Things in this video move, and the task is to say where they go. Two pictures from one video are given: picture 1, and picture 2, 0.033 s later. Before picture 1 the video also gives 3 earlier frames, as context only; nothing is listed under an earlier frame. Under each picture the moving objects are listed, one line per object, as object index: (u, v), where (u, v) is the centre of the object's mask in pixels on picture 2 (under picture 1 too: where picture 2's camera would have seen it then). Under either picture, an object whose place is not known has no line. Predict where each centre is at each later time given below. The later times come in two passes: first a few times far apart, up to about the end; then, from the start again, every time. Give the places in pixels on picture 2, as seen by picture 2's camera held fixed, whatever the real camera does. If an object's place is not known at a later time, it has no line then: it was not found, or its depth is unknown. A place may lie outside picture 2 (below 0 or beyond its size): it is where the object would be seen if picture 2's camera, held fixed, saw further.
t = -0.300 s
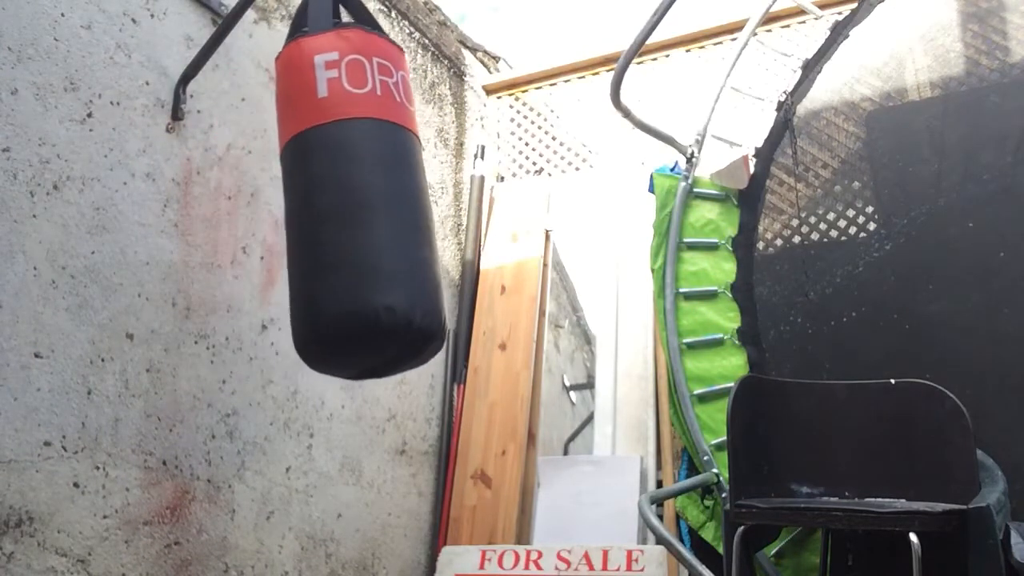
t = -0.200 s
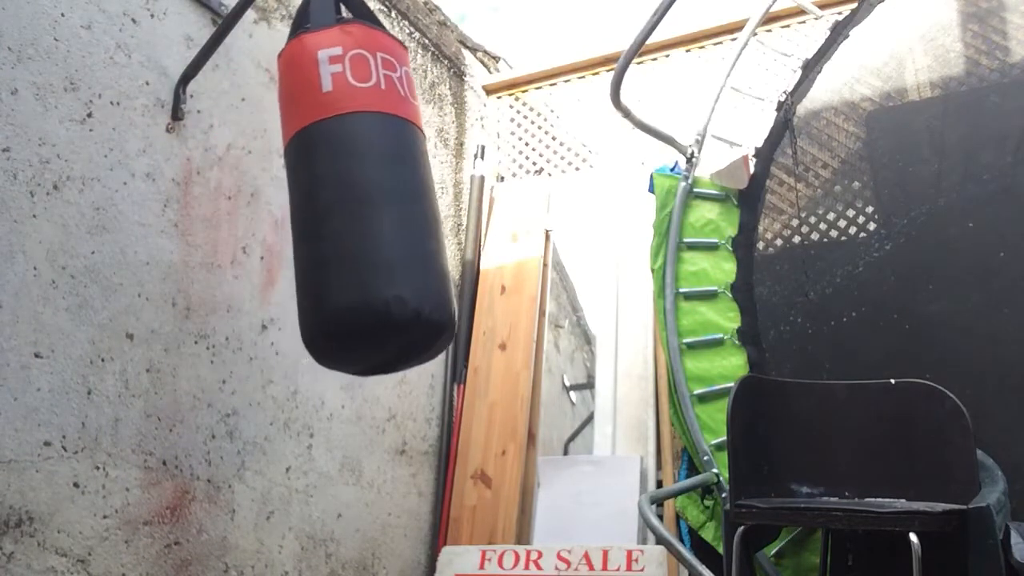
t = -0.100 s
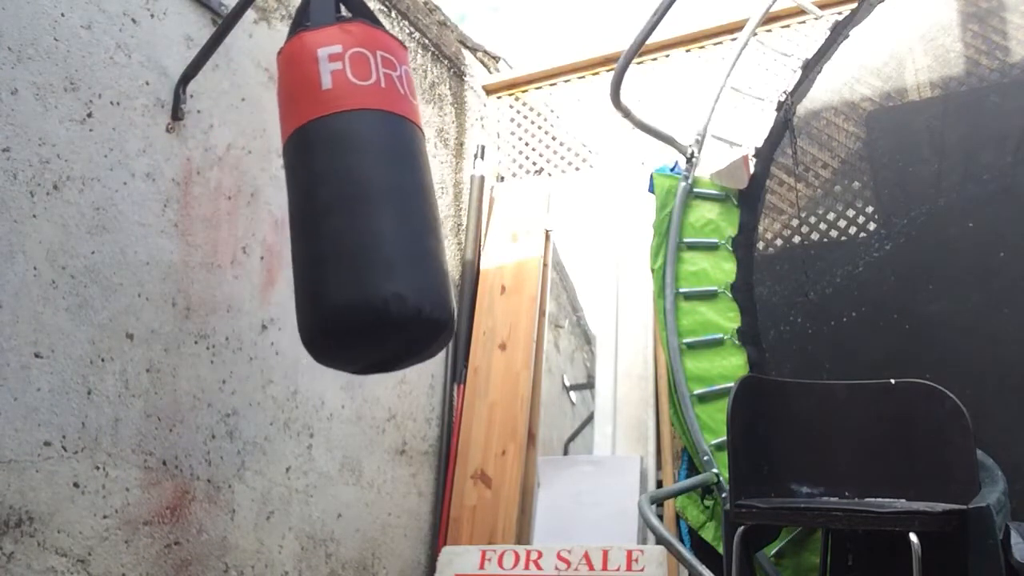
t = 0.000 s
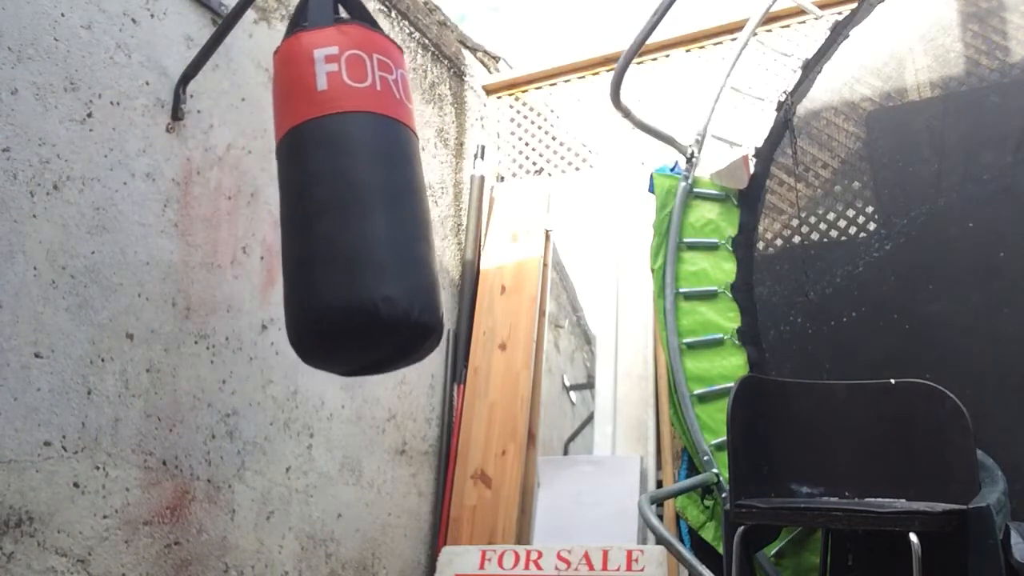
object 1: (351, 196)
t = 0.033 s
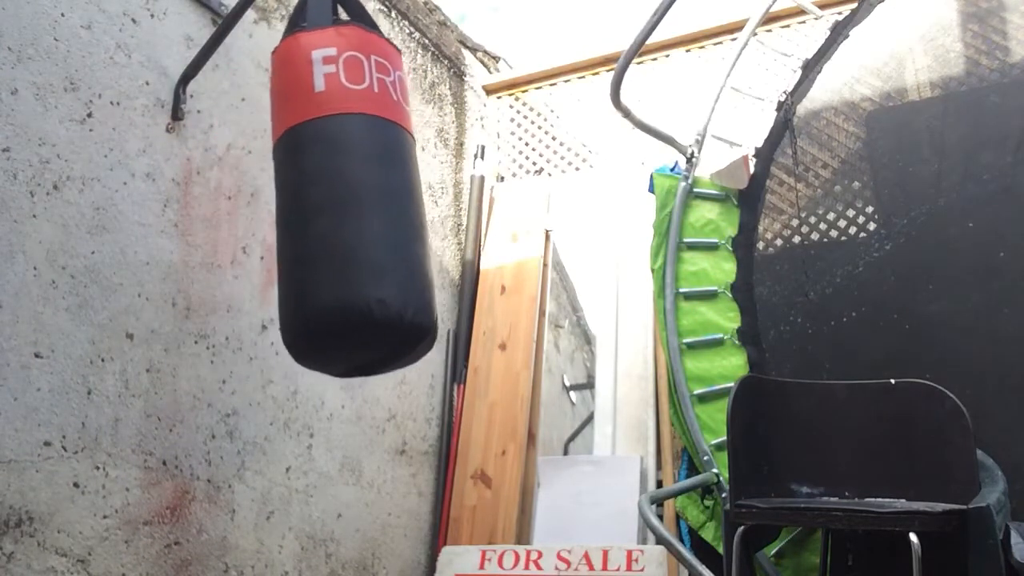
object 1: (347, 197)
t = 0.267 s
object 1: (310, 204)
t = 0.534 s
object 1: (274, 207)
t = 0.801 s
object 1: (273, 207)
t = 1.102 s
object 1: (310, 208)
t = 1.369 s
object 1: (348, 200)
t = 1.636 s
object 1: (355, 195)
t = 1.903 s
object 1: (322, 203)
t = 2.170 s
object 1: (283, 207)
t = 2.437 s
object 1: (272, 207)
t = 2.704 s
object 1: (294, 208)
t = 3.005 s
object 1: (338, 202)
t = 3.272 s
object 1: (355, 196)
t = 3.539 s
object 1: (332, 201)
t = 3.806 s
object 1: (293, 207)
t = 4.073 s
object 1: (274, 207)
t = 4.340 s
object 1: (287, 208)
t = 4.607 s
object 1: (323, 205)
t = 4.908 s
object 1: (353, 197)
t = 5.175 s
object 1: (340, 199)
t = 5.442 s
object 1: (303, 206)
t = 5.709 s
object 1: (277, 207)
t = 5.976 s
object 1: (281, 208)
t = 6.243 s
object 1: (312, 207)
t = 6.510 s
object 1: (345, 199)
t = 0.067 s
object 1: (343, 198)
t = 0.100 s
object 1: (338, 199)
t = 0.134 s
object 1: (333, 200)
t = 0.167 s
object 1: (327, 201)
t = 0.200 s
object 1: (321, 202)
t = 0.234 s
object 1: (316, 203)
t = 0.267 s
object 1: (310, 204)
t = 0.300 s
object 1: (304, 205)
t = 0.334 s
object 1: (299, 206)
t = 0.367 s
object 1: (294, 206)
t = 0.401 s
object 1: (289, 206)
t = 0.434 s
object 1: (285, 207)
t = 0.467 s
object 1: (281, 207)
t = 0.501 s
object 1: (277, 207)
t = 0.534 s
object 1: (274, 207)
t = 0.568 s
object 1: (272, 207)
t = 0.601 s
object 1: (271, 207)
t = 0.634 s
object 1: (270, 207)
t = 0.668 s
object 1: (269, 206)
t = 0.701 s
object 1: (269, 207)
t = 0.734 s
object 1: (270, 207)
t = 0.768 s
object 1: (271, 207)
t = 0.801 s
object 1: (273, 207)
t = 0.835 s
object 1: (275, 207)
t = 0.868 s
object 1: (278, 208)
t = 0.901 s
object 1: (282, 208)
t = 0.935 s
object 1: (286, 208)
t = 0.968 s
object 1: (290, 208)
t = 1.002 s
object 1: (294, 208)
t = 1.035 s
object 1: (299, 208)
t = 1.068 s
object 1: (304, 208)
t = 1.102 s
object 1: (310, 208)
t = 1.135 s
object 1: (315, 207)
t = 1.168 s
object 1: (320, 206)
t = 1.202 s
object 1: (326, 205)
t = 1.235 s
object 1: (331, 204)
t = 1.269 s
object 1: (336, 203)
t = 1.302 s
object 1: (340, 202)
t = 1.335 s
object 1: (344, 201)
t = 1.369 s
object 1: (348, 200)
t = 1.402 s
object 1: (352, 199)
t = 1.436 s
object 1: (354, 198)
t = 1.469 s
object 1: (356, 197)
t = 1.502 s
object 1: (357, 196)
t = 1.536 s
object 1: (358, 196)
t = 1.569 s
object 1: (358, 195)
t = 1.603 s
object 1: (357, 195)
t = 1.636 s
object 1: (355, 195)
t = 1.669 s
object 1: (353, 196)
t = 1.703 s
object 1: (350, 197)
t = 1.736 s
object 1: (346, 197)
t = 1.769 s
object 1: (342, 199)
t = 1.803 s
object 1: (337, 199)
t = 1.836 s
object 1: (333, 201)
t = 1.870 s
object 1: (327, 202)
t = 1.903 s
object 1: (322, 203)
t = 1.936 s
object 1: (316, 203)
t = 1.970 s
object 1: (311, 204)
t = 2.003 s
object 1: (306, 205)
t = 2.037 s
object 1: (300, 206)
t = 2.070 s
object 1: (295, 206)
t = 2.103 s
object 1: (291, 207)
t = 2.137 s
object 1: (287, 207)
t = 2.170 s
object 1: (283, 207)
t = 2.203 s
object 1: (280, 207)
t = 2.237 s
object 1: (277, 207)
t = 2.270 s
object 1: (275, 207)
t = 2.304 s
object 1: (273, 207)
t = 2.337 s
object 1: (272, 207)
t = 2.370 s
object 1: (271, 207)
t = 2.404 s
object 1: (272, 207)
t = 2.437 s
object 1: (272, 207)
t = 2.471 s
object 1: (273, 207)
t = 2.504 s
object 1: (275, 207)
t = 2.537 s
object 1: (277, 207)
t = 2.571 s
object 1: (280, 208)
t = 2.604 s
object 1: (283, 208)
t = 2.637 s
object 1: (286, 208)
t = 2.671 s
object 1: (290, 208)
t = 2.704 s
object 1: (294, 208)
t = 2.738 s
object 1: (299, 208)
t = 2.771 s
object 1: (304, 208)
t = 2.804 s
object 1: (309, 207)
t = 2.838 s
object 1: (314, 207)
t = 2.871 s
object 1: (319, 206)
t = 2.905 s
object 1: (324, 205)
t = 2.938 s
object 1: (329, 204)
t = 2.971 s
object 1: (334, 203)
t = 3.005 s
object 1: (338, 202)
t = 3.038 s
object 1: (342, 201)
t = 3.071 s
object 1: (346, 200)
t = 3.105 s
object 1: (349, 199)
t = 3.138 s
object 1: (351, 198)
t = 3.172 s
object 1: (354, 197)
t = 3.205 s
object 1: (355, 196)
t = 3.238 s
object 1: (355, 196)
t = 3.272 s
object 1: (355, 196)
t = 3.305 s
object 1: (354, 196)
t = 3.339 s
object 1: (353, 196)
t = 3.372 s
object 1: (351, 196)
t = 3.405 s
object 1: (348, 197)
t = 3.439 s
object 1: (345, 198)
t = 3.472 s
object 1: (341, 199)
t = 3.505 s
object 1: (337, 200)
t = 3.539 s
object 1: (332, 201)
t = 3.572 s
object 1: (327, 202)
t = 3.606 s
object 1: (322, 203)
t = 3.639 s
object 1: (317, 204)
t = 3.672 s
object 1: (312, 205)
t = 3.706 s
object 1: (307, 205)
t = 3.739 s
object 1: (302, 206)
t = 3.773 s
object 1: (297, 206)
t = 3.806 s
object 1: (293, 207)
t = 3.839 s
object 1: (288, 207)
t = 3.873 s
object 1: (285, 207)
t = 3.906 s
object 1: (282, 207)
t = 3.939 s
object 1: (279, 207)
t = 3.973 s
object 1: (277, 207)
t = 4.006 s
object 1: (275, 207)
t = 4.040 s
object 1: (274, 207)
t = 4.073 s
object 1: (274, 207)
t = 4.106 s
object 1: (273, 207)
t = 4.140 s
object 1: (274, 207)
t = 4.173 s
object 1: (275, 207)
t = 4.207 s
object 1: (276, 207)
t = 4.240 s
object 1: (278, 208)
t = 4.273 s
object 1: (281, 208)
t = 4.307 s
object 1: (283, 208)
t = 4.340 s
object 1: (287, 208)
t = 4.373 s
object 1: (291, 208)
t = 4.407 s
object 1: (294, 208)
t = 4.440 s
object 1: (299, 208)
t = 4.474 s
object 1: (303, 208)
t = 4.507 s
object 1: (308, 207)
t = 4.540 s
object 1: (313, 207)
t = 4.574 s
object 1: (318, 206)
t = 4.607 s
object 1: (323, 205)
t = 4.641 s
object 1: (327, 204)
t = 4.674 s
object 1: (332, 203)
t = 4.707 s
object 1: (336, 202)
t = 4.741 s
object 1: (340, 201)
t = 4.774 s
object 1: (344, 200)
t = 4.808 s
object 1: (347, 199)
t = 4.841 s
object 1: (350, 198)
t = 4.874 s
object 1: (352, 198)
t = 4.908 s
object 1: (353, 197)
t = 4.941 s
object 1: (353, 197)
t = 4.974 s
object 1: (353, 197)
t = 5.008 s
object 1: (353, 196)
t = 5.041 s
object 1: (351, 197)
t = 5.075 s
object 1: (350, 197)
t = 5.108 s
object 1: (347, 198)
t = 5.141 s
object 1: (344, 198)
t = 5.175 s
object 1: (340, 199)
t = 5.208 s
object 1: (336, 200)
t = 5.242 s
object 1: (332, 201)
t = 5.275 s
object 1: (327, 202)
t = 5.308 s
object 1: (322, 203)
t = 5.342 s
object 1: (317, 204)
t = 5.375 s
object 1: (313, 205)
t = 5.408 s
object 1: (308, 206)
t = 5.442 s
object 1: (303, 206)
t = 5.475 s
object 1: (298, 207)
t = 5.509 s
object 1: (294, 207)
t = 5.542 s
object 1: (290, 207)
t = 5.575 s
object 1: (287, 207)
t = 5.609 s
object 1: (283, 207)
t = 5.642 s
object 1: (281, 207)
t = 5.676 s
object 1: (279, 207)
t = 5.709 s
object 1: (277, 207)
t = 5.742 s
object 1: (276, 207)
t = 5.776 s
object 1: (275, 207)
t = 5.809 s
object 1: (275, 207)
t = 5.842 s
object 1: (275, 207)
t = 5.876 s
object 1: (276, 207)
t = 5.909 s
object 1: (277, 207)
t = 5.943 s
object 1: (279, 208)
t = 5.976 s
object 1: (281, 208)
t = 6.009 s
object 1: (284, 208)
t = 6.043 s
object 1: (287, 208)
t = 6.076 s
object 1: (291, 208)
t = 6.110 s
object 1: (295, 208)
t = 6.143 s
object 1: (299, 208)
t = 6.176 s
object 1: (303, 207)
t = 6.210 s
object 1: (308, 207)
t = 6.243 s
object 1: (312, 207)
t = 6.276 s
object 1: (317, 206)
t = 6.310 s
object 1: (322, 205)
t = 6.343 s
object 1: (327, 204)
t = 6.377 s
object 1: (331, 203)
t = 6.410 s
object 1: (335, 202)
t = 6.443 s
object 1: (339, 201)
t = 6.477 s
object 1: (342, 200)
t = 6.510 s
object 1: (345, 199)
